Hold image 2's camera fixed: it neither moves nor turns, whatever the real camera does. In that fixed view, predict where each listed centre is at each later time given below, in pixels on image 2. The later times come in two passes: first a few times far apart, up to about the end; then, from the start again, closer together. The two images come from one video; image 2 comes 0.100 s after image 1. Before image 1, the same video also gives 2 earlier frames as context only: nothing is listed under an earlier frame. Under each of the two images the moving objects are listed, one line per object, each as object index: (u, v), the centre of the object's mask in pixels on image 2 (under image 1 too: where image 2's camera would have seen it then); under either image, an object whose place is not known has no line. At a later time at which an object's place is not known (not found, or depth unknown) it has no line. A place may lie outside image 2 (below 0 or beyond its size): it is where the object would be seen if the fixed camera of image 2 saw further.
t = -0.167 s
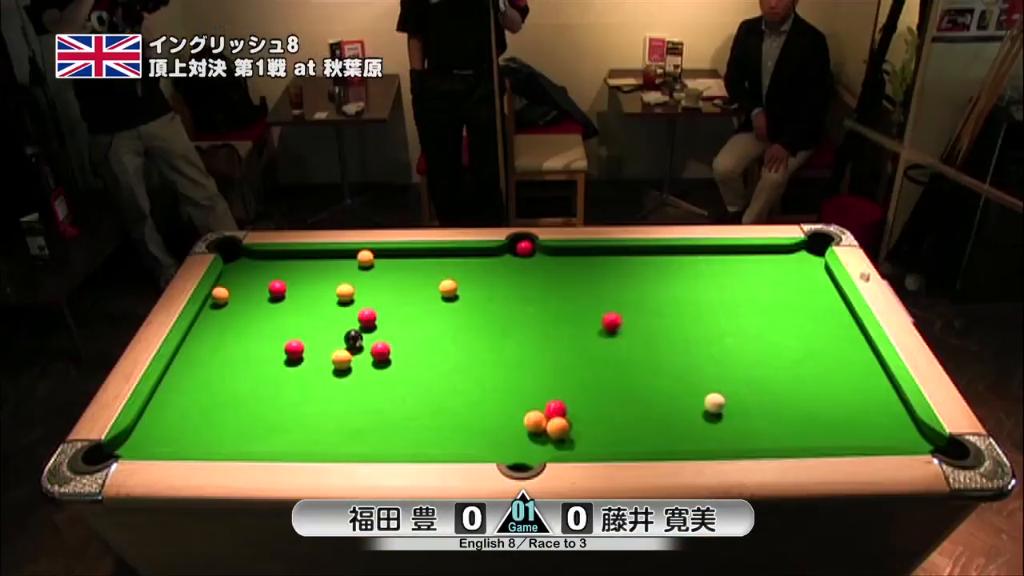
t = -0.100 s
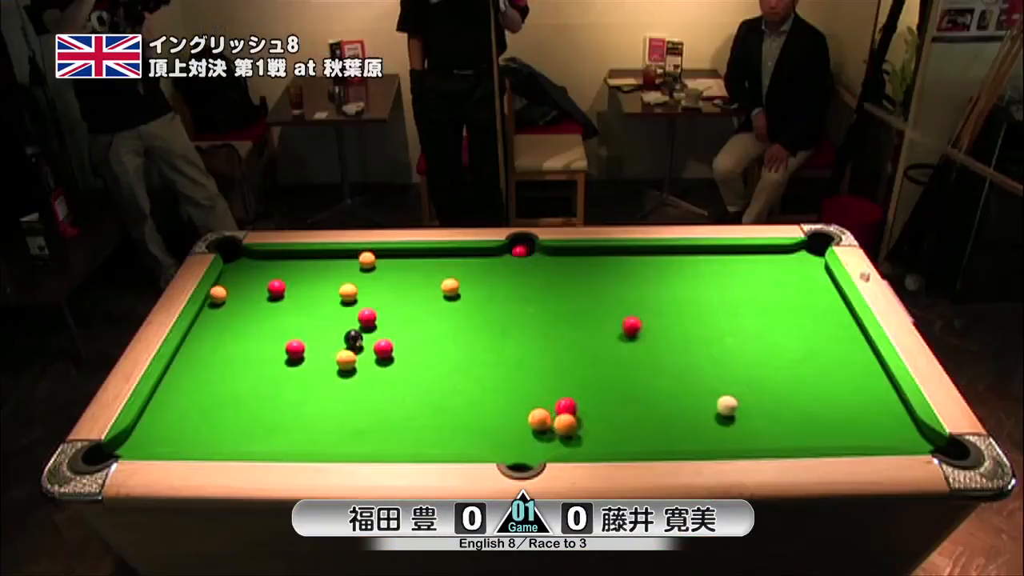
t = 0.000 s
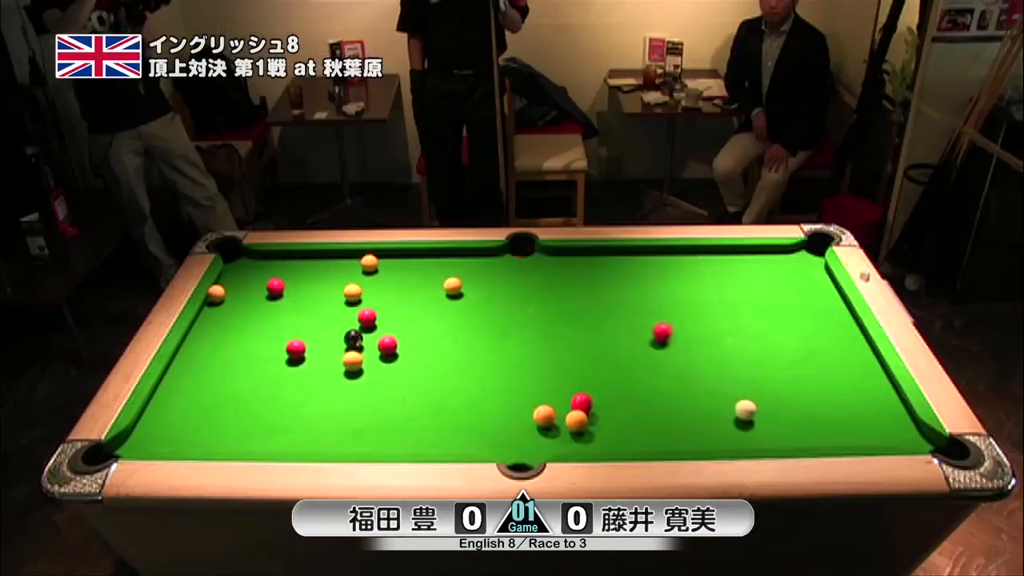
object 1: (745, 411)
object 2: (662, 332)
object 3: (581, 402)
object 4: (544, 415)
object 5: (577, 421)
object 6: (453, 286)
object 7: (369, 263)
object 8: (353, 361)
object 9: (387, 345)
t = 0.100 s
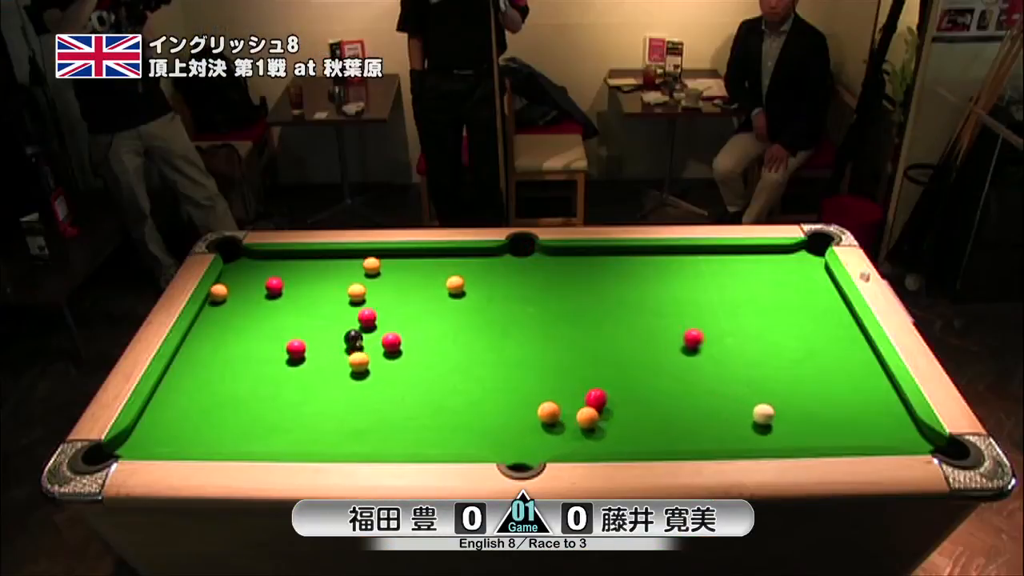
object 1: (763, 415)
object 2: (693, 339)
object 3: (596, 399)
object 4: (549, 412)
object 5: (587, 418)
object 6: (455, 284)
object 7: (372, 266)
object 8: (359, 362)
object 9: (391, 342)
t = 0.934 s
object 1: (892, 436)
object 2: (852, 393)
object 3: (693, 369)
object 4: (570, 394)
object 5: (657, 395)
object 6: (466, 280)
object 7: (387, 283)
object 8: (395, 367)
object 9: (413, 323)
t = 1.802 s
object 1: (907, 439)
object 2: (732, 437)
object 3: (758, 347)
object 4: (574, 391)
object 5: (696, 382)
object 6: (466, 280)
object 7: (392, 286)
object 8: (404, 368)
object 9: (418, 318)
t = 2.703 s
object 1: (906, 438)
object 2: (638, 411)
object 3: (795, 333)
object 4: (574, 390)
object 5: (705, 378)
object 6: (466, 280)
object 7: (391, 286)
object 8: (404, 369)
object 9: (417, 318)
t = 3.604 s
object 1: (906, 438)
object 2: (590, 400)
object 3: (803, 330)
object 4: (570, 389)
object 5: (705, 378)
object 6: (466, 280)
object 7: (391, 287)
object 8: (403, 369)
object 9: (417, 319)
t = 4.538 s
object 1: (907, 438)
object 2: (591, 400)
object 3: (803, 330)
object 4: (567, 388)
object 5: (705, 378)
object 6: (466, 280)
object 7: (392, 287)
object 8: (404, 369)
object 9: (418, 319)
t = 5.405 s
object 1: (906, 438)
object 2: (591, 400)
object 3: (803, 330)
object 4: (567, 388)
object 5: (705, 378)
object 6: (466, 280)
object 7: (391, 286)
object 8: (404, 368)
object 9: (418, 319)
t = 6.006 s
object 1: (906, 438)
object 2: (591, 400)
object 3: (803, 330)
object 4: (567, 387)
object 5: (705, 378)
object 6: (466, 280)
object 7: (391, 286)
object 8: (404, 368)
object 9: (418, 319)
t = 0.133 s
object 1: (769, 416)
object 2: (703, 341)
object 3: (600, 398)
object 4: (550, 411)
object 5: (591, 416)
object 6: (456, 284)
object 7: (372, 267)
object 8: (361, 362)
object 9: (393, 341)
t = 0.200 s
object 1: (781, 418)
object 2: (723, 345)
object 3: (610, 395)
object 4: (553, 409)
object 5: (598, 414)
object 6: (457, 283)
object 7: (374, 268)
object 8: (364, 362)
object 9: (395, 339)
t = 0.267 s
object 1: (792, 421)
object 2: (744, 349)
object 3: (619, 392)
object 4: (555, 407)
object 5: (604, 412)
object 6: (459, 283)
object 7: (375, 270)
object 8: (368, 363)
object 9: (397, 337)
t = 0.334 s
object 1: (804, 424)
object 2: (765, 353)
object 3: (627, 389)
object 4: (557, 405)
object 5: (611, 410)
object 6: (460, 283)
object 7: (377, 272)
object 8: (372, 364)
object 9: (399, 335)
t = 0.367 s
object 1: (810, 425)
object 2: (775, 355)
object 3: (631, 388)
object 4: (558, 404)
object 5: (614, 409)
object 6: (460, 282)
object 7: (377, 272)
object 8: (373, 364)
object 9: (400, 334)
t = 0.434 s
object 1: (821, 428)
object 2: (795, 359)
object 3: (639, 386)
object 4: (560, 402)
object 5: (620, 407)
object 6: (461, 282)
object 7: (379, 274)
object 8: (376, 364)
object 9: (402, 333)
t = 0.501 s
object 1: (832, 430)
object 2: (816, 363)
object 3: (648, 383)
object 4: (562, 401)
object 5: (625, 406)
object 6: (462, 281)
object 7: (380, 276)
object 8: (379, 365)
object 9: (404, 331)
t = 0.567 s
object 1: (842, 432)
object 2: (837, 367)
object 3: (655, 381)
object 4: (564, 400)
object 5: (631, 404)
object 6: (463, 281)
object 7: (381, 277)
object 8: (382, 365)
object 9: (406, 330)
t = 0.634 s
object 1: (853, 434)
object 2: (857, 372)
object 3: (663, 378)
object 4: (565, 398)
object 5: (636, 402)
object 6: (464, 281)
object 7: (382, 278)
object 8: (385, 366)
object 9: (407, 328)
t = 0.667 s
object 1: (858, 435)
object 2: (867, 374)
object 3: (666, 377)
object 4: (566, 398)
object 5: (639, 401)
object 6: (464, 281)
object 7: (383, 279)
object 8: (386, 366)
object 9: (408, 327)
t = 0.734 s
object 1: (869, 437)
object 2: (883, 378)
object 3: (673, 375)
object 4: (567, 396)
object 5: (644, 400)
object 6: (465, 280)
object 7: (384, 280)
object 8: (389, 366)
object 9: (410, 326)
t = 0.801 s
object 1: (878, 437)
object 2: (871, 383)
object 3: (680, 373)
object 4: (569, 395)
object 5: (648, 398)
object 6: (465, 280)
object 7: (385, 281)
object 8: (391, 367)
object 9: (411, 325)
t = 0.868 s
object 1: (885, 437)
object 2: (862, 388)
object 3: (687, 371)
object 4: (570, 394)
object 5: (653, 396)
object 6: (466, 280)
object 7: (386, 282)
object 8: (393, 367)
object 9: (412, 324)
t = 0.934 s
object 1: (892, 436)
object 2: (852, 393)
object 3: (693, 369)
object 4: (570, 394)
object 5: (657, 395)
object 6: (466, 280)
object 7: (387, 283)
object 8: (395, 367)
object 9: (413, 323)
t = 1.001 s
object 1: (898, 434)
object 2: (843, 398)
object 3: (699, 367)
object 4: (571, 393)
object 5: (661, 393)
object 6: (466, 280)
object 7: (388, 284)
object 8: (397, 367)
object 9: (414, 322)
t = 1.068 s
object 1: (904, 434)
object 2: (834, 402)
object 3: (705, 364)
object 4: (572, 392)
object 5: (665, 392)
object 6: (466, 280)
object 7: (388, 285)
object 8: (398, 368)
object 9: (415, 322)
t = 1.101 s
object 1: (907, 434)
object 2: (829, 405)
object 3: (708, 364)
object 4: (572, 392)
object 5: (667, 392)
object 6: (466, 280)
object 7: (388, 285)
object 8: (399, 368)
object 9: (415, 321)
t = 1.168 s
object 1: (913, 433)
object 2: (820, 410)
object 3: (714, 362)
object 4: (573, 391)
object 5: (671, 390)
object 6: (466, 280)
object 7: (389, 285)
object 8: (401, 368)
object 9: (416, 321)
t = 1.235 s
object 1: (918, 432)
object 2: (810, 415)
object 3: (719, 360)
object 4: (573, 391)
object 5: (674, 389)
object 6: (466, 280)
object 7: (390, 286)
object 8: (402, 368)
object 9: (416, 320)
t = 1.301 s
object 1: (918, 433)
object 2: (801, 419)
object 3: (725, 358)
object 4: (574, 391)
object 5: (677, 388)
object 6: (466, 280)
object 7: (390, 286)
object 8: (403, 368)
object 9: (417, 320)
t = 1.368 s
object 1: (916, 434)
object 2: (792, 424)
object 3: (730, 357)
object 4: (574, 391)
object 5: (681, 387)
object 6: (466, 280)
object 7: (391, 286)
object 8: (403, 368)
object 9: (417, 319)
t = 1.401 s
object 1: (915, 435)
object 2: (787, 426)
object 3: (732, 356)
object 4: (574, 390)
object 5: (682, 387)
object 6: (466, 280)
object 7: (391, 286)
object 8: (404, 368)
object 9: (417, 319)
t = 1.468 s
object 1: (914, 436)
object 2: (778, 431)
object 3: (737, 354)
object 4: (574, 391)
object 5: (685, 386)
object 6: (466, 280)
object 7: (391, 286)
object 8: (404, 368)
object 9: (417, 319)
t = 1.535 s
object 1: (912, 437)
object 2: (769, 435)
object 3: (742, 353)
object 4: (574, 391)
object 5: (688, 385)
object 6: (466, 280)
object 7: (392, 287)
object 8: (404, 368)
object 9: (417, 319)
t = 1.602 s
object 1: (911, 437)
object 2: (760, 438)
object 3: (746, 351)
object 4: (574, 391)
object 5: (690, 385)
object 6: (466, 280)
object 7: (392, 287)
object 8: (404, 368)
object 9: (417, 318)
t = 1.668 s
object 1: (910, 438)
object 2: (750, 439)
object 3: (751, 350)
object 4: (574, 391)
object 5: (692, 384)
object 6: (466, 280)
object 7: (392, 287)
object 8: (404, 368)
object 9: (417, 318)
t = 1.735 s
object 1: (909, 439)
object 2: (741, 438)
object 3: (755, 348)
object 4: (574, 391)
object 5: (694, 383)
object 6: (466, 280)
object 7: (392, 287)
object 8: (404, 368)
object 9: (417, 318)
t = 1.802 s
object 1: (907, 439)
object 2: (732, 437)
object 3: (758, 347)
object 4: (574, 391)
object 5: (696, 382)
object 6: (466, 280)
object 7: (392, 286)
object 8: (404, 368)
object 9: (418, 318)
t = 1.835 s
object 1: (907, 439)
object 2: (728, 436)
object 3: (760, 346)
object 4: (574, 391)
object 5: (697, 382)
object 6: (466, 280)
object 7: (392, 286)
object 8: (404, 368)
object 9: (417, 318)
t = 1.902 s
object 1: (906, 440)
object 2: (719, 435)
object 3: (764, 345)
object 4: (574, 391)
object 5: (699, 382)
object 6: (466, 280)
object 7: (391, 286)
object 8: (404, 368)
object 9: (417, 318)
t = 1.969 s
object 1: (906, 439)
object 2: (711, 432)
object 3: (767, 343)
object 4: (574, 391)
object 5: (700, 381)
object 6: (466, 280)
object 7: (391, 286)
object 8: (404, 368)
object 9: (417, 318)
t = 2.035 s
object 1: (906, 439)
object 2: (703, 430)
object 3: (771, 342)
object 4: (574, 391)
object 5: (701, 381)
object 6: (466, 280)
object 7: (391, 286)
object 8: (404, 368)
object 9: (418, 318)
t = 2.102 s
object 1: (906, 438)
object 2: (696, 428)
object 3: (774, 341)
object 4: (574, 391)
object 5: (702, 380)
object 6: (466, 280)
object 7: (391, 286)
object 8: (404, 368)
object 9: (418, 318)
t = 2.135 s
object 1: (906, 438)
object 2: (692, 427)
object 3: (776, 341)
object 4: (574, 391)
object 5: (703, 380)
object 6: (466, 280)
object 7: (391, 286)
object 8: (404, 368)
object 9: (418, 318)
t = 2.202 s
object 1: (906, 438)
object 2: (685, 424)
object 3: (778, 339)
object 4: (573, 390)
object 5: (704, 379)
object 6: (466, 280)
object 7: (391, 286)
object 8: (404, 369)
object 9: (417, 318)
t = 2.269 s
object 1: (906, 438)
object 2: (677, 423)
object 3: (781, 339)
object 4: (574, 390)
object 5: (704, 379)
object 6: (466, 280)
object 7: (391, 286)
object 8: (404, 369)
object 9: (418, 318)
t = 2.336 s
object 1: (906, 438)
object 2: (671, 421)
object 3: (784, 337)
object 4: (574, 390)
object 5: (705, 379)
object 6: (466, 280)
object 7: (391, 286)
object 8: (404, 369)
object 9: (417, 318)
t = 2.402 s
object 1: (906, 438)
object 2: (664, 419)
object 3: (786, 337)
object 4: (574, 390)
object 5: (705, 379)
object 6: (466, 280)
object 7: (391, 286)
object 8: (404, 369)
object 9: (418, 318)
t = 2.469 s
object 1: (906, 438)
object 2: (658, 417)
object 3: (788, 336)
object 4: (574, 390)
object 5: (705, 379)
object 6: (466, 280)
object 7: (391, 286)
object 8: (403, 369)
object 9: (418, 318)
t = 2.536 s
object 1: (906, 438)
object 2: (652, 415)
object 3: (790, 335)
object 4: (574, 390)
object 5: (705, 378)
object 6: (466, 280)
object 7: (391, 286)
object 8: (403, 369)
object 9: (417, 318)
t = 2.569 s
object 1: (906, 438)
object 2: (649, 415)
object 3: (791, 335)
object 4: (574, 390)
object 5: (705, 378)
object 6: (466, 280)
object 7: (391, 286)
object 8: (404, 369)
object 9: (418, 318)
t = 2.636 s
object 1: (906, 438)
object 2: (643, 413)
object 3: (793, 334)
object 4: (574, 390)
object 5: (705, 378)
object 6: (466, 280)
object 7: (391, 286)
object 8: (404, 369)
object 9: (417, 318)
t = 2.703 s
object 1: (906, 438)
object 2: (638, 411)
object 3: (795, 333)
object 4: (574, 390)
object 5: (705, 378)
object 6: (466, 280)
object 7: (391, 286)
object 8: (404, 369)
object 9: (417, 318)
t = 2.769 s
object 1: (906, 438)
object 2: (632, 410)
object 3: (796, 333)
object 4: (574, 390)
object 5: (705, 378)
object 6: (466, 280)
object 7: (391, 286)
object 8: (404, 369)
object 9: (417, 318)
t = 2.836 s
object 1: (906, 438)
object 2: (627, 409)
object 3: (798, 332)
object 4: (574, 390)
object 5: (705, 378)
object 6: (466, 280)
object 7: (391, 286)
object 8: (404, 369)
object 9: (417, 318)
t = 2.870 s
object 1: (906, 438)
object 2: (625, 408)
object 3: (798, 332)
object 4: (574, 390)
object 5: (705, 378)
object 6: (466, 280)
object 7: (391, 286)
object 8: (404, 369)
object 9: (418, 319)
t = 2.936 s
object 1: (906, 438)
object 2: (620, 407)
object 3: (799, 331)
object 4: (574, 390)
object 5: (705, 378)
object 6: (466, 280)
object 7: (391, 286)
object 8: (404, 369)
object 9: (417, 318)
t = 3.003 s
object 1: (906, 438)
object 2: (615, 406)
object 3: (800, 331)
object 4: (574, 390)
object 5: (705, 378)
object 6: (466, 280)
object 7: (391, 286)
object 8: (404, 369)
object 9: (417, 318)
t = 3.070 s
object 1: (906, 438)
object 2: (611, 405)
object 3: (801, 330)
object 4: (574, 390)
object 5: (705, 378)
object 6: (466, 280)
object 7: (391, 286)
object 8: (404, 369)
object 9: (418, 319)
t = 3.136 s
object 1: (906, 438)
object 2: (607, 404)
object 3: (802, 330)
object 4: (573, 390)
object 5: (705, 378)
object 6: (466, 280)
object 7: (391, 286)
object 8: (404, 369)
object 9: (417, 319)
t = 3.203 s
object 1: (906, 438)
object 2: (603, 403)
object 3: (802, 330)
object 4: (574, 390)
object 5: (705, 378)
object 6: (466, 280)
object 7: (391, 286)
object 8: (404, 369)
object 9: (418, 319)
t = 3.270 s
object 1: (906, 438)
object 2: (599, 401)
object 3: (802, 330)
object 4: (574, 390)
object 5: (705, 378)
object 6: (466, 280)
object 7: (391, 286)
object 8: (404, 369)
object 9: (417, 319)
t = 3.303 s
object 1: (906, 438)
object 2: (598, 401)
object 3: (803, 330)
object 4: (574, 390)
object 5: (705, 378)
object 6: (466, 280)
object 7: (391, 286)
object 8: (404, 369)
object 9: (417, 319)
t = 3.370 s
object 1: (906, 438)
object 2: (594, 400)
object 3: (803, 330)
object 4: (574, 390)
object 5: (705, 378)
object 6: (466, 280)
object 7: (391, 286)
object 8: (404, 369)
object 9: (417, 319)
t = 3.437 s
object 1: (906, 438)
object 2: (591, 399)
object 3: (803, 330)
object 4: (573, 390)
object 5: (705, 378)
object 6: (466, 280)
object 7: (391, 286)
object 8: (404, 369)
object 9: (417, 319)
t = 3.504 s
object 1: (906, 438)
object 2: (590, 399)
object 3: (803, 330)
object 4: (571, 389)
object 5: (705, 378)
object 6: (466, 280)
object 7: (391, 286)
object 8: (404, 369)
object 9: (417, 319)
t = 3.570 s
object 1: (906, 438)
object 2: (590, 400)
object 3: (803, 330)
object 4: (570, 389)
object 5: (705, 378)
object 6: (466, 280)
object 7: (391, 287)
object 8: (403, 369)
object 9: (418, 319)
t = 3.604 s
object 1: (906, 438)
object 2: (590, 400)
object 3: (803, 330)
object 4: (570, 389)
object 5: (705, 378)
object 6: (466, 280)
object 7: (391, 287)
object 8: (403, 369)
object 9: (417, 319)
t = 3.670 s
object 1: (906, 438)
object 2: (590, 400)
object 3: (803, 330)
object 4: (569, 389)
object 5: (705, 378)
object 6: (466, 280)
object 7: (391, 286)
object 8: (404, 369)
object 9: (418, 319)
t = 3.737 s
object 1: (906, 438)
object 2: (590, 400)
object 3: (803, 330)
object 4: (568, 388)
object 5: (705, 378)
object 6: (466, 280)
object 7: (391, 286)
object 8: (404, 369)
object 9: (418, 319)
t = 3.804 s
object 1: (906, 438)
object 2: (590, 400)
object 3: (803, 330)
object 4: (568, 388)
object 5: (705, 378)
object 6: (466, 280)
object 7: (391, 286)
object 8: (403, 369)
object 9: (418, 319)
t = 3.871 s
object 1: (906, 438)
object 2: (590, 400)
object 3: (803, 330)
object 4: (567, 388)
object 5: (705, 378)
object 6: (466, 280)
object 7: (391, 287)
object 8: (404, 369)
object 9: (418, 319)
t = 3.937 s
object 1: (906, 438)
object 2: (590, 400)
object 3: (803, 330)
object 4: (567, 388)
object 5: (705, 378)
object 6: (466, 280)
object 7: (391, 287)
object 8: (404, 369)
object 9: (418, 319)
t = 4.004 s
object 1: (906, 438)
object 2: (590, 400)
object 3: (803, 330)
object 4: (567, 388)
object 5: (705, 378)
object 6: (466, 280)
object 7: (391, 287)
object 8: (404, 369)
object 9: (418, 319)
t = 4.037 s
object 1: (906, 438)
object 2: (590, 400)
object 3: (803, 330)
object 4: (567, 388)
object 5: (705, 378)
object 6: (466, 280)
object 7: (391, 287)
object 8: (404, 369)
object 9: (418, 319)
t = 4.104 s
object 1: (906, 438)
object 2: (590, 400)
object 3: (803, 330)
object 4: (567, 388)
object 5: (705, 378)
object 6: (466, 280)
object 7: (391, 287)
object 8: (403, 369)
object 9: (418, 319)
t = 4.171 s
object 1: (907, 438)
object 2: (590, 400)
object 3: (803, 330)
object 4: (567, 388)
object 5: (705, 378)
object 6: (466, 280)
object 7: (391, 287)
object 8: (404, 369)
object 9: (418, 319)
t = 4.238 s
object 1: (906, 438)
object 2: (590, 400)
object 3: (803, 330)
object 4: (567, 387)
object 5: (705, 378)
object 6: (466, 280)
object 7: (391, 287)
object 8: (404, 369)
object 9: (418, 319)
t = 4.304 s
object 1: (906, 438)
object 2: (590, 400)
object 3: (803, 330)
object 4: (567, 387)
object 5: (705, 378)
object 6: (466, 280)
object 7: (391, 287)
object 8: (404, 369)
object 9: (418, 319)
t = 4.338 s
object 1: (906, 438)
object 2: (590, 400)
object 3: (803, 330)
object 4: (567, 387)
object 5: (705, 378)
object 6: (466, 280)
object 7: (391, 287)
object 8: (404, 369)
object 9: (418, 319)
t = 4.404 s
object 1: (906, 438)
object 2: (591, 400)
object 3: (803, 330)
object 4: (567, 387)
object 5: (705, 378)
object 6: (466, 280)
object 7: (391, 287)
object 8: (404, 369)
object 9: (418, 319)
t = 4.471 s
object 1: (906, 438)
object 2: (591, 400)
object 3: (803, 330)
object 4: (567, 387)
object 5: (705, 378)
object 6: (466, 280)
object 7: (391, 287)
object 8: (404, 369)
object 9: (418, 319)
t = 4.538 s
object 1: (907, 438)
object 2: (591, 400)
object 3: (803, 330)
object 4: (567, 388)
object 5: (705, 378)
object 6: (466, 280)
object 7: (392, 287)
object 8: (404, 369)
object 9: (418, 319)
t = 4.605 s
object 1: (907, 438)
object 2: (591, 400)
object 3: (803, 330)
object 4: (567, 387)
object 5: (705, 378)
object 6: (466, 280)
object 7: (391, 286)
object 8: (404, 369)
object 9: (418, 319)
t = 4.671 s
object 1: (906, 438)
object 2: (591, 400)
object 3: (803, 330)
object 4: (567, 387)
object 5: (705, 378)
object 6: (466, 280)
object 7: (391, 286)
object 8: (404, 369)
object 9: (418, 319)
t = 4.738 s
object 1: (906, 438)
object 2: (591, 400)
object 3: (803, 330)
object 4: (567, 387)
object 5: (705, 378)
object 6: (466, 280)
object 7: (392, 287)
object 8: (404, 369)
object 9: (418, 319)
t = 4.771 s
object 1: (907, 438)
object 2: (591, 400)
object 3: (803, 330)
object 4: (567, 387)
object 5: (705, 378)
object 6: (466, 280)
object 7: (392, 286)
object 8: (404, 369)
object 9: (418, 319)
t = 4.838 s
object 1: (906, 438)
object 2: (591, 400)
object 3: (803, 330)
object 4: (567, 387)
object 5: (705, 378)
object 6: (466, 280)
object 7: (391, 286)
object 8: (404, 369)
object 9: (418, 319)
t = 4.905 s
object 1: (906, 438)
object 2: (591, 400)
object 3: (803, 330)
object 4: (567, 388)
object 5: (705, 378)
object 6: (466, 280)
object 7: (391, 286)
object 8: (404, 369)
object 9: (418, 319)
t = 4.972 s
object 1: (906, 438)
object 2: (591, 400)
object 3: (803, 330)
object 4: (567, 388)
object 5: (705, 378)
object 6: (466, 280)
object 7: (391, 286)
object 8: (404, 369)
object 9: (418, 319)
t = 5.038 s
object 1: (906, 438)
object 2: (591, 400)
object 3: (803, 330)
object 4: (567, 388)
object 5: (705, 378)
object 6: (466, 280)
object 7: (391, 286)
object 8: (404, 368)
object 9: (418, 319)
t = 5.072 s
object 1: (906, 438)
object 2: (591, 400)
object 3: (803, 330)
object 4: (567, 388)
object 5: (705, 378)
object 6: (466, 280)
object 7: (391, 286)
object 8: (404, 368)
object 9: (418, 319)
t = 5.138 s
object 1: (906, 438)
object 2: (591, 400)
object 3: (803, 330)
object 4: (567, 388)
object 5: (705, 378)
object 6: (466, 280)
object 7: (391, 286)
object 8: (404, 368)
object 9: (418, 319)
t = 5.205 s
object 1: (906, 438)
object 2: (591, 400)
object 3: (803, 330)
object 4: (567, 388)
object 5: (705, 378)
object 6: (466, 280)
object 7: (391, 286)
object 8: (404, 368)
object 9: (418, 319)
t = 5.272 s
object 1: (906, 438)
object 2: (591, 400)
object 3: (803, 330)
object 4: (567, 388)
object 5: (705, 378)
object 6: (466, 280)
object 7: (391, 286)
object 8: (404, 369)
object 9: (418, 319)
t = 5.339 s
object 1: (906, 438)
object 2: (591, 400)
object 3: (803, 330)
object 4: (567, 388)
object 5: (705, 378)
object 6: (466, 280)
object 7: (391, 286)
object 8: (404, 369)
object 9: (418, 319)
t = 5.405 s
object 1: (906, 438)
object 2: (591, 400)
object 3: (803, 330)
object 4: (567, 388)
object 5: (705, 378)
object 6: (466, 280)
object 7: (391, 286)
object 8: (404, 368)
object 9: (418, 319)
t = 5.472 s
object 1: (906, 438)
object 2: (591, 400)
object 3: (803, 330)
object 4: (567, 388)
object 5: (705, 378)
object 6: (466, 280)
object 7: (391, 286)
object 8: (404, 368)
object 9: (418, 319)
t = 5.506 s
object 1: (906, 438)
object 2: (591, 400)
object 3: (803, 330)
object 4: (567, 388)
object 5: (705, 378)
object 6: (466, 280)
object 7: (391, 286)
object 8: (404, 369)
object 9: (418, 319)
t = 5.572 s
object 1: (906, 438)
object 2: (591, 400)
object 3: (803, 330)
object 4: (567, 388)
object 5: (705, 378)
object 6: (466, 280)
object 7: (391, 286)
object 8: (404, 368)
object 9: (418, 319)
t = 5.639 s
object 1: (906, 438)
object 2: (591, 400)
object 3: (803, 330)
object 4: (567, 387)
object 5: (705, 378)
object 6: (466, 280)
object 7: (391, 286)
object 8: (404, 368)
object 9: (418, 319)
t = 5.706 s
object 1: (906, 438)
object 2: (591, 400)
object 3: (803, 330)
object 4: (567, 388)
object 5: (705, 378)
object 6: (466, 280)
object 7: (391, 286)
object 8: (404, 368)
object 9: (418, 319)
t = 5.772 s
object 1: (906, 438)
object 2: (591, 400)
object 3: (803, 330)
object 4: (567, 388)
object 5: (705, 378)
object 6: (466, 280)
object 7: (391, 286)
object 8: (404, 368)
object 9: (418, 319)
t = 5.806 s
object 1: (906, 438)
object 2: (591, 400)
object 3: (803, 330)
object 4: (567, 388)
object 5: (705, 378)
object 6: (466, 280)
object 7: (391, 286)
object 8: (404, 369)
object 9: (418, 319)
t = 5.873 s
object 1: (906, 438)
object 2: (591, 400)
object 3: (803, 330)
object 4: (567, 388)
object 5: (705, 378)
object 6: (466, 280)
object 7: (391, 286)
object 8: (404, 369)
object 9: (418, 319)
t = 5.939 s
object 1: (906, 438)
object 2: (591, 400)
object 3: (803, 330)
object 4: (567, 387)
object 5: (705, 378)
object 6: (466, 280)
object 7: (391, 286)
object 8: (404, 369)
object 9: (418, 319)
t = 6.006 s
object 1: (906, 438)
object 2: (591, 400)
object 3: (803, 330)
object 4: (567, 387)
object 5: (705, 378)
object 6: (466, 280)
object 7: (391, 286)
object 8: (404, 368)
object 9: (418, 319)
